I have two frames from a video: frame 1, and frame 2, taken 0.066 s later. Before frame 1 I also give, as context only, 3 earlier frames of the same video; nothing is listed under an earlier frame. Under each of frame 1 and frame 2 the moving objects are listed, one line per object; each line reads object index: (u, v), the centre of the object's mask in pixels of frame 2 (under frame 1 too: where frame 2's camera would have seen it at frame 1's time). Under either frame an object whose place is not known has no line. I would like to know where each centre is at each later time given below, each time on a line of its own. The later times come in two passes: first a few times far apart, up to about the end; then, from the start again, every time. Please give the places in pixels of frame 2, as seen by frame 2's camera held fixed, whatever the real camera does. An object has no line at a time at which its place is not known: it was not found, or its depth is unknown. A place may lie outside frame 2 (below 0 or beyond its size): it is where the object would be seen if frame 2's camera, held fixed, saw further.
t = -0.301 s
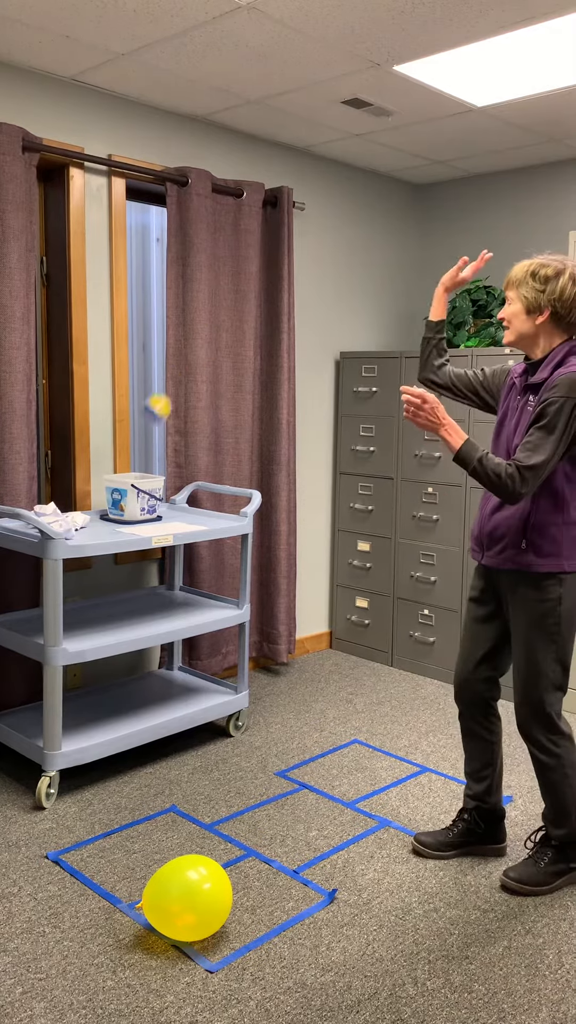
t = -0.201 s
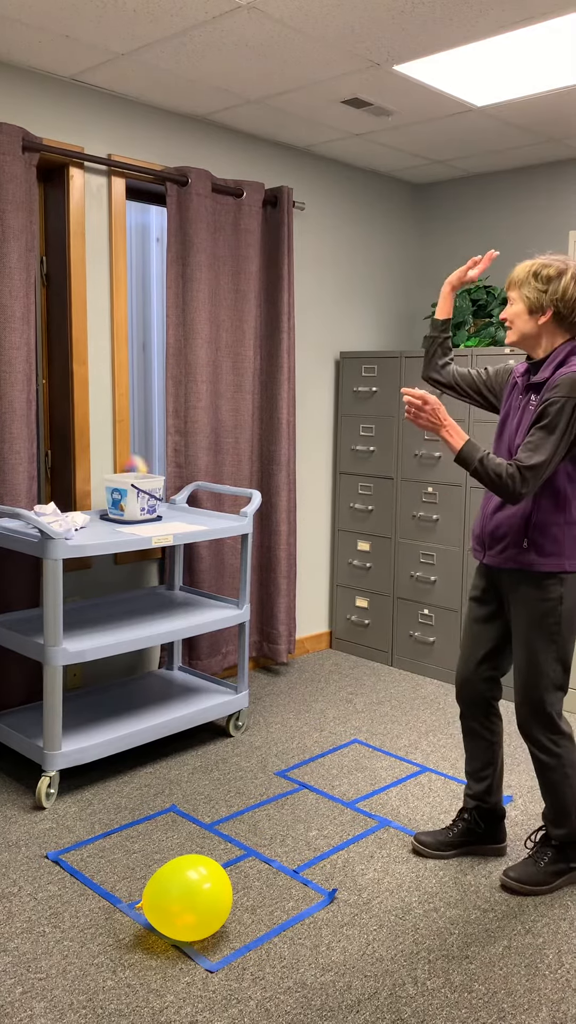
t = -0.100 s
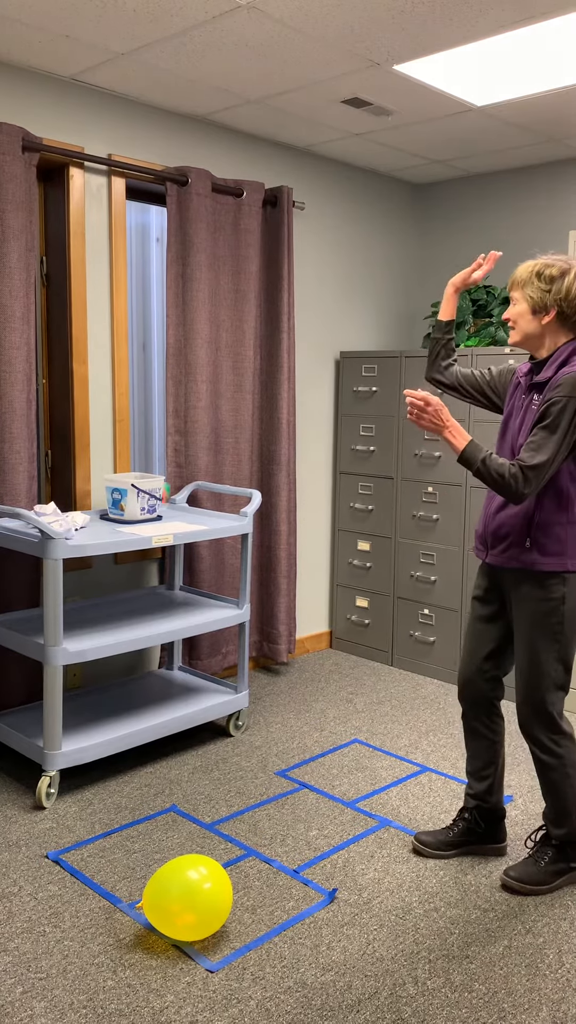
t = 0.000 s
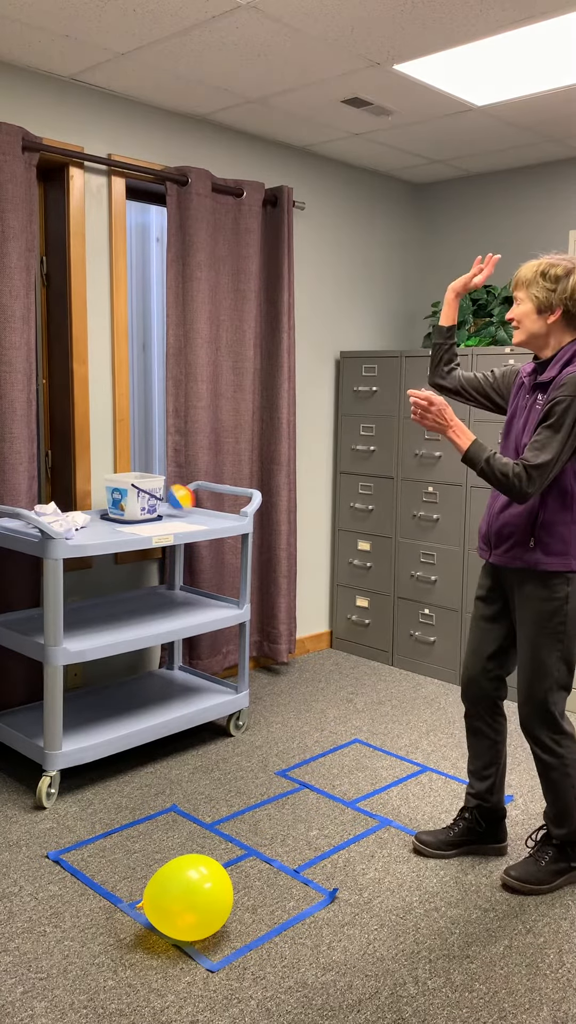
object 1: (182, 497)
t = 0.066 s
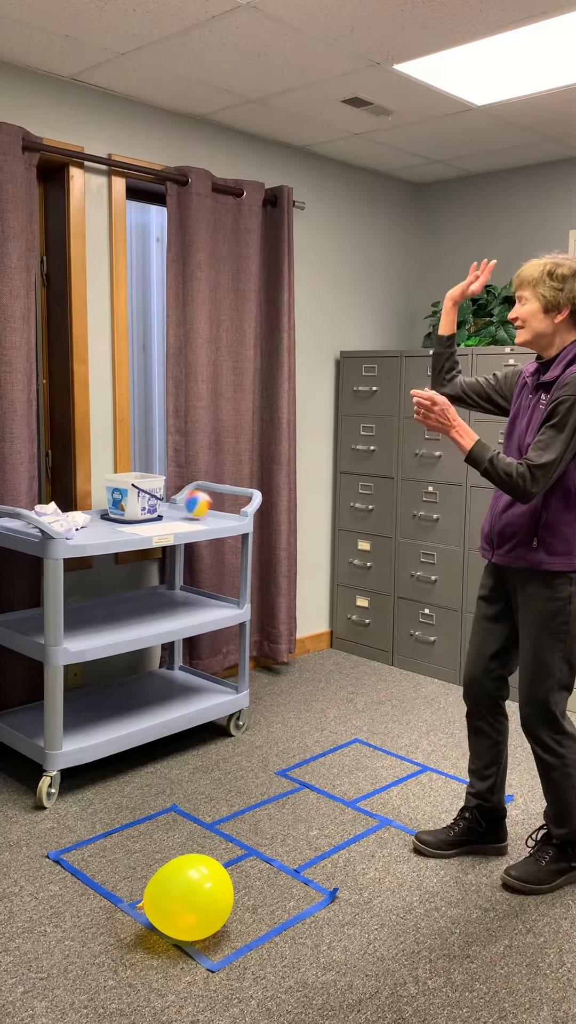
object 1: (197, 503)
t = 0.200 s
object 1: (221, 508)
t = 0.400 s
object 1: (245, 526)
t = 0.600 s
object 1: (265, 636)
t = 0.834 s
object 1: (277, 741)
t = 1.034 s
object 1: (282, 773)
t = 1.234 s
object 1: (292, 791)
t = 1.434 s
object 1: (304, 814)
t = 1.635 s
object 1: (307, 829)
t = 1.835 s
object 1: (305, 842)
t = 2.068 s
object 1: (305, 860)
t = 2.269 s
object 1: (308, 876)
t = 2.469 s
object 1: (318, 884)
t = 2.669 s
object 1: (322, 884)
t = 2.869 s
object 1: (320, 881)
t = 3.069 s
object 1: (312, 877)
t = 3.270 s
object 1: (313, 870)
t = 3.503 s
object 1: (314, 859)
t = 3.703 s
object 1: (324, 853)
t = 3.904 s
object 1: (321, 848)
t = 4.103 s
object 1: (320, 848)
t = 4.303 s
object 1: (317, 853)
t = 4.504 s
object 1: (321, 855)
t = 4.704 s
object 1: (323, 855)
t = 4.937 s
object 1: (319, 853)
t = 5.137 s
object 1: (318, 852)
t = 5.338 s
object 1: (318, 852)
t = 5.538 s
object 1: (318, 852)
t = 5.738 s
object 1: (318, 852)
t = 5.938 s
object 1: (318, 852)
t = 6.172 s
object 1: (318, 852)
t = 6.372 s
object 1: (318, 852)
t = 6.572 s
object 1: (318, 852)
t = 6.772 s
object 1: (318, 852)
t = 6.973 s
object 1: (318, 852)
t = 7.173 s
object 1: (318, 852)
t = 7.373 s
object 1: (318, 852)
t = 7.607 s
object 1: (318, 852)
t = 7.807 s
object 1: (318, 852)
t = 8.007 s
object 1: (318, 852)
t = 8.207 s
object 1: (318, 852)
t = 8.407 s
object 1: (318, 852)
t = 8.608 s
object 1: (318, 852)
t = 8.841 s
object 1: (318, 852)
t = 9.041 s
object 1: (318, 852)
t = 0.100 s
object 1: (204, 505)
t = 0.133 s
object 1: (211, 509)
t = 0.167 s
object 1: (217, 508)
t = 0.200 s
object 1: (221, 508)
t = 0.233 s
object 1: (225, 509)
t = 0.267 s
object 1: (229, 511)
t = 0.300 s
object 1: (233, 510)
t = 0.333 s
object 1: (236, 512)
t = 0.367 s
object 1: (241, 517)
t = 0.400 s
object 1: (245, 526)
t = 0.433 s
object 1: (249, 537)
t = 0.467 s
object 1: (254, 551)
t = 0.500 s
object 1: (258, 569)
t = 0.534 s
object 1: (261, 587)
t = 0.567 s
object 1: (263, 611)
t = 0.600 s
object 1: (265, 636)
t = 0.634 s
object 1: (267, 660)
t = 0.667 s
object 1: (269, 687)
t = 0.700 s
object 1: (271, 718)
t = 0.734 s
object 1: (274, 752)
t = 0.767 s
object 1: (275, 752)
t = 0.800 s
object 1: (276, 745)
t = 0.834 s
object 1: (277, 741)
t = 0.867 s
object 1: (279, 739)
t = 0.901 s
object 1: (280, 739)
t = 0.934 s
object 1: (281, 743)
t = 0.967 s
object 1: (282, 748)
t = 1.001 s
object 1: (281, 758)
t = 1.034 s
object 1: (282, 773)
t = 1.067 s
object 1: (283, 786)
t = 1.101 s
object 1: (285, 785)
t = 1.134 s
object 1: (286, 782)
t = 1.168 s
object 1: (288, 782)
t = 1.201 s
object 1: (290, 785)
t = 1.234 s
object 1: (292, 791)
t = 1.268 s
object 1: (294, 798)
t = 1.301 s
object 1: (296, 801)
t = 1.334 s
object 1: (298, 804)
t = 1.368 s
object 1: (300, 806)
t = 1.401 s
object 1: (302, 810)
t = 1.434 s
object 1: (304, 814)
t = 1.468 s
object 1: (305, 816)
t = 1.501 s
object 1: (306, 818)
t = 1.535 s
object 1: (306, 820)
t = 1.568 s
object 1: (306, 823)
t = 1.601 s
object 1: (306, 827)
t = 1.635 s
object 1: (307, 829)
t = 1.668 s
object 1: (306, 831)
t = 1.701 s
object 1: (306, 832)
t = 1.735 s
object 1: (307, 834)
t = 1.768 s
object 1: (307, 837)
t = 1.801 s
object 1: (306, 839)
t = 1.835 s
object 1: (305, 842)
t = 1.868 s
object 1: (303, 845)
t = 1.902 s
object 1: (302, 847)
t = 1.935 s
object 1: (302, 850)
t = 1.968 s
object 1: (302, 852)
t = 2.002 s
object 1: (303, 853)
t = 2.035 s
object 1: (303, 856)
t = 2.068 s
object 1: (305, 860)
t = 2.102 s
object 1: (306, 862)
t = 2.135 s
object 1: (308, 865)
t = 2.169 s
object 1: (308, 869)
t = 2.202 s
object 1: (308, 873)
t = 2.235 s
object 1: (308, 875)
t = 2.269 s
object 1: (308, 876)
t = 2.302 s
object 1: (309, 878)
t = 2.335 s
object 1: (311, 879)
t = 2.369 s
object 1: (312, 881)
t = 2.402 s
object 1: (314, 883)
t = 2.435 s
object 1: (316, 884)
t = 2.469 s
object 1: (318, 884)
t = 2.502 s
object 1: (319, 884)
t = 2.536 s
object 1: (320, 885)
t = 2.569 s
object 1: (321, 885)
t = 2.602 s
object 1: (321, 884)
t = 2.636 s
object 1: (322, 885)
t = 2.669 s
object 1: (322, 884)
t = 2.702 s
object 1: (322, 884)
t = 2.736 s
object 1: (323, 883)
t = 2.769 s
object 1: (322, 883)
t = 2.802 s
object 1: (322, 882)
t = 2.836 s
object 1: (321, 882)
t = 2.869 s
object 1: (320, 881)
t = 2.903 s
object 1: (318, 880)
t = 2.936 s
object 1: (317, 880)
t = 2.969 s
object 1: (315, 880)
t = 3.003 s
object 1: (313, 879)
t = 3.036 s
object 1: (313, 878)
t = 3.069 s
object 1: (312, 877)
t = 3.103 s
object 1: (312, 877)
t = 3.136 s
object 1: (312, 876)
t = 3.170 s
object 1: (313, 876)
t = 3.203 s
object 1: (314, 874)
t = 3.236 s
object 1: (314, 872)
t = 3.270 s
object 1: (313, 870)
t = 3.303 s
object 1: (312, 867)
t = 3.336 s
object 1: (310, 865)
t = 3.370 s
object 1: (310, 864)
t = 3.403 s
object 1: (310, 863)
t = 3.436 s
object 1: (311, 861)
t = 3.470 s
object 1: (313, 860)
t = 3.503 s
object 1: (314, 859)
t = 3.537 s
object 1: (316, 859)
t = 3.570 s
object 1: (319, 858)
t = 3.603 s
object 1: (321, 857)
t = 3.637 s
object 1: (322, 856)
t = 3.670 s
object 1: (323, 855)
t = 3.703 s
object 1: (324, 853)
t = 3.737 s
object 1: (324, 852)
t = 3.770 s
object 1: (324, 851)
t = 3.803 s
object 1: (324, 850)
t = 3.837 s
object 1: (323, 849)
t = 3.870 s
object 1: (322, 849)
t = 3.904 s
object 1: (321, 848)
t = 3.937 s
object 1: (320, 847)
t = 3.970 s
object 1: (320, 846)
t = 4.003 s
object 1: (319, 846)
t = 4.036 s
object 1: (319, 846)
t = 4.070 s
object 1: (319, 847)
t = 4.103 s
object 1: (320, 848)
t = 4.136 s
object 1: (320, 850)
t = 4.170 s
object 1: (320, 851)
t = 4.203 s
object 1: (320, 852)
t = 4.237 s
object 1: (319, 852)
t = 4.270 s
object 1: (318, 853)
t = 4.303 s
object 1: (317, 853)
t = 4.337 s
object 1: (317, 853)
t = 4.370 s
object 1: (317, 853)
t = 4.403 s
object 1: (317, 854)
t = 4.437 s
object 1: (318, 854)
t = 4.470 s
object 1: (320, 855)
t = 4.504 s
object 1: (321, 855)
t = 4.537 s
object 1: (322, 855)
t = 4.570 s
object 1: (323, 855)
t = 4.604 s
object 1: (323, 855)
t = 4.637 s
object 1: (323, 855)
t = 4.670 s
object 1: (323, 855)
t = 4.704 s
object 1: (323, 855)
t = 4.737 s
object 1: (322, 855)
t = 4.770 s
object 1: (322, 855)
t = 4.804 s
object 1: (321, 855)
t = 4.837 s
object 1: (320, 855)
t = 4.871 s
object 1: (319, 854)
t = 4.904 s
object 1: (319, 854)
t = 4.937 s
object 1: (319, 853)
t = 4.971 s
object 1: (319, 853)
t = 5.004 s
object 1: (320, 853)
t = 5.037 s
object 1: (319, 853)
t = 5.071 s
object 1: (318, 853)
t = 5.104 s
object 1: (318, 853)
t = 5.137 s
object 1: (318, 852)
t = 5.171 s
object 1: (318, 852)
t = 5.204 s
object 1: (318, 852)
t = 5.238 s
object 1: (318, 852)
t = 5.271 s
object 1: (318, 852)
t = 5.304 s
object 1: (318, 852)
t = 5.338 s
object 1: (318, 852)
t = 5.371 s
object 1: (318, 852)
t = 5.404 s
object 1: (318, 852)
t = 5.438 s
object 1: (318, 852)
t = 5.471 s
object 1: (318, 852)
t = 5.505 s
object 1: (318, 852)
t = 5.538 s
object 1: (318, 852)
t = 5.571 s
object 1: (318, 852)
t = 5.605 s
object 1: (318, 852)
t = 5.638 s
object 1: (318, 852)
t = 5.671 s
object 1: (318, 852)
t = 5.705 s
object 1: (318, 852)
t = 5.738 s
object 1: (318, 852)
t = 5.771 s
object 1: (318, 852)
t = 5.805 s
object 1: (318, 852)
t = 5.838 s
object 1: (318, 852)
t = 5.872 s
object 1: (318, 852)
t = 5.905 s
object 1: (318, 852)
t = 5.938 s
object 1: (318, 852)
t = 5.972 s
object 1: (318, 852)
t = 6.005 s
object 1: (318, 852)
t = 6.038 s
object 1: (318, 852)
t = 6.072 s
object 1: (318, 852)
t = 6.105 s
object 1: (318, 852)
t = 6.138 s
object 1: (318, 852)
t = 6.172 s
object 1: (318, 852)
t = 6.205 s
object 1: (318, 852)
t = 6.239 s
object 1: (318, 852)
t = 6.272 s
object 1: (318, 852)
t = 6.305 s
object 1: (318, 852)
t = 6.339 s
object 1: (318, 852)
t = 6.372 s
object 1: (318, 852)
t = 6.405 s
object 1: (318, 852)
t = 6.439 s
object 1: (318, 852)
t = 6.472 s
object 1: (318, 852)
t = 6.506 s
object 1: (318, 852)
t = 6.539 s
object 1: (318, 852)
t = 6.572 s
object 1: (318, 852)
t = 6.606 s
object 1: (318, 852)
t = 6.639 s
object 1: (318, 852)
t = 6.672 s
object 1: (318, 852)
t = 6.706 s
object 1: (318, 852)
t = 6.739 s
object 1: (318, 852)
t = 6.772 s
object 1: (318, 852)
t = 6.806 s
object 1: (318, 852)
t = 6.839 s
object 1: (318, 852)
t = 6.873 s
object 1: (318, 852)
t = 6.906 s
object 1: (318, 852)
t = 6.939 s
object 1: (318, 852)
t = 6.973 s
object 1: (318, 852)
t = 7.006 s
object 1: (318, 852)
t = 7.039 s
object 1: (318, 852)
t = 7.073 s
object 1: (318, 852)
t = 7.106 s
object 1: (318, 852)
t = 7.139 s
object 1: (318, 852)
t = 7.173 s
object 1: (318, 852)
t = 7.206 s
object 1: (318, 852)
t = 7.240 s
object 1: (318, 852)
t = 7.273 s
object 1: (318, 852)
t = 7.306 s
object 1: (318, 852)
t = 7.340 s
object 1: (318, 852)
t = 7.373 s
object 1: (318, 852)
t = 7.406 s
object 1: (318, 852)
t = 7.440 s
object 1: (318, 852)
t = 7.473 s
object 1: (318, 852)
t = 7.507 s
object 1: (318, 852)
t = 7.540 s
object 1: (318, 852)
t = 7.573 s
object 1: (318, 852)
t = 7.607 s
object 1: (318, 852)
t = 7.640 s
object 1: (318, 852)
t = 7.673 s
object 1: (318, 852)
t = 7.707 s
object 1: (318, 852)
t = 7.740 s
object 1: (318, 852)
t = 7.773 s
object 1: (318, 852)
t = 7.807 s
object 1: (318, 852)
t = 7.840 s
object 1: (318, 852)
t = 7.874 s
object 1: (318, 852)
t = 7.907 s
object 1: (318, 852)
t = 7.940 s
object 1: (318, 852)
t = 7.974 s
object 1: (318, 852)
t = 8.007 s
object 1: (318, 852)
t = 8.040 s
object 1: (318, 852)
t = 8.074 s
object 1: (318, 852)
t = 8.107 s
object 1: (318, 852)
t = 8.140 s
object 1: (318, 852)
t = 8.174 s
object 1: (318, 852)
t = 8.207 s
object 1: (318, 852)
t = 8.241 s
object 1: (318, 852)
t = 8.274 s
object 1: (318, 852)
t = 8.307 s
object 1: (318, 852)
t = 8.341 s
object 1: (318, 852)
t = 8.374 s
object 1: (318, 852)
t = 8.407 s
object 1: (318, 852)
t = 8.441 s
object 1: (318, 852)
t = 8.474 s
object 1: (318, 852)
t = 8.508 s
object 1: (318, 852)
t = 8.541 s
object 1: (318, 852)
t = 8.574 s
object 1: (318, 852)
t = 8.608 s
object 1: (318, 852)
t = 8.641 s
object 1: (318, 852)
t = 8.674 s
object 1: (318, 851)
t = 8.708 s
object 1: (318, 852)
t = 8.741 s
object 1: (318, 852)
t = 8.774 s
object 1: (318, 852)
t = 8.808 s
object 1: (318, 852)
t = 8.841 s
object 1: (318, 852)
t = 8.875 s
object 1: (318, 852)
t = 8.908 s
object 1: (318, 852)
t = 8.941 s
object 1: (318, 852)
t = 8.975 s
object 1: (318, 852)
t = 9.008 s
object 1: (318, 852)
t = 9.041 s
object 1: (318, 852)
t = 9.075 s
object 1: (318, 852)
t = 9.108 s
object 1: (318, 852)
